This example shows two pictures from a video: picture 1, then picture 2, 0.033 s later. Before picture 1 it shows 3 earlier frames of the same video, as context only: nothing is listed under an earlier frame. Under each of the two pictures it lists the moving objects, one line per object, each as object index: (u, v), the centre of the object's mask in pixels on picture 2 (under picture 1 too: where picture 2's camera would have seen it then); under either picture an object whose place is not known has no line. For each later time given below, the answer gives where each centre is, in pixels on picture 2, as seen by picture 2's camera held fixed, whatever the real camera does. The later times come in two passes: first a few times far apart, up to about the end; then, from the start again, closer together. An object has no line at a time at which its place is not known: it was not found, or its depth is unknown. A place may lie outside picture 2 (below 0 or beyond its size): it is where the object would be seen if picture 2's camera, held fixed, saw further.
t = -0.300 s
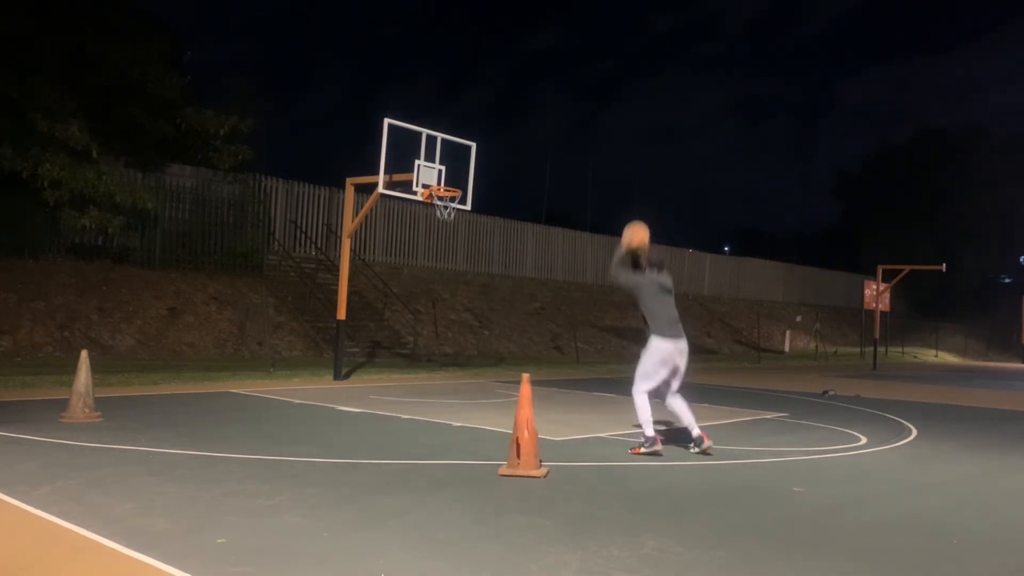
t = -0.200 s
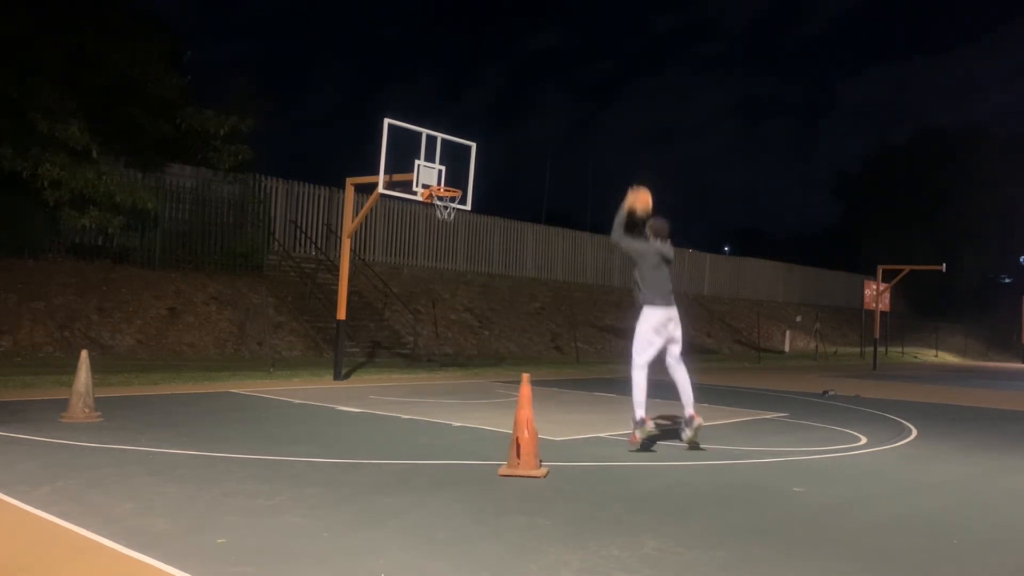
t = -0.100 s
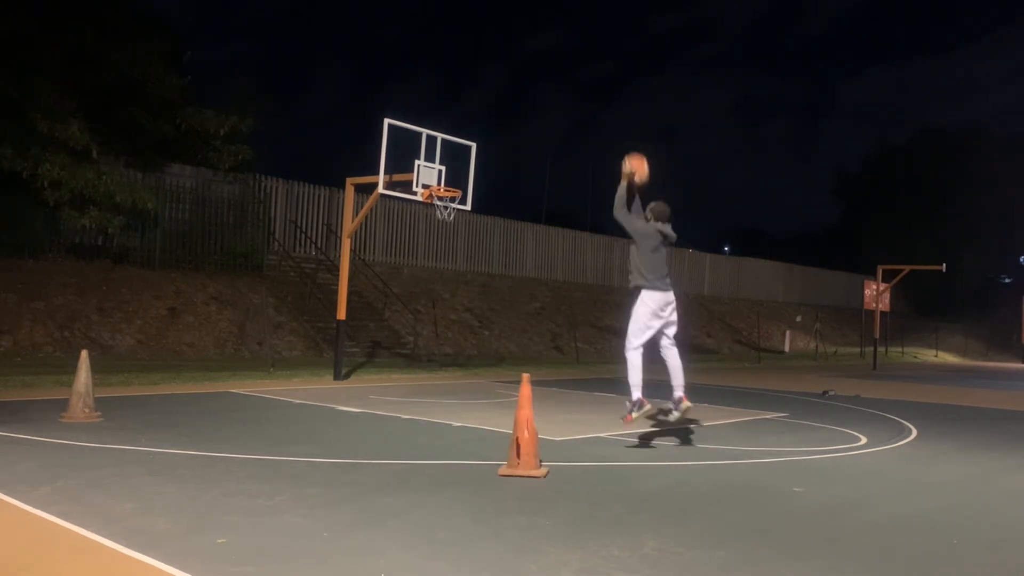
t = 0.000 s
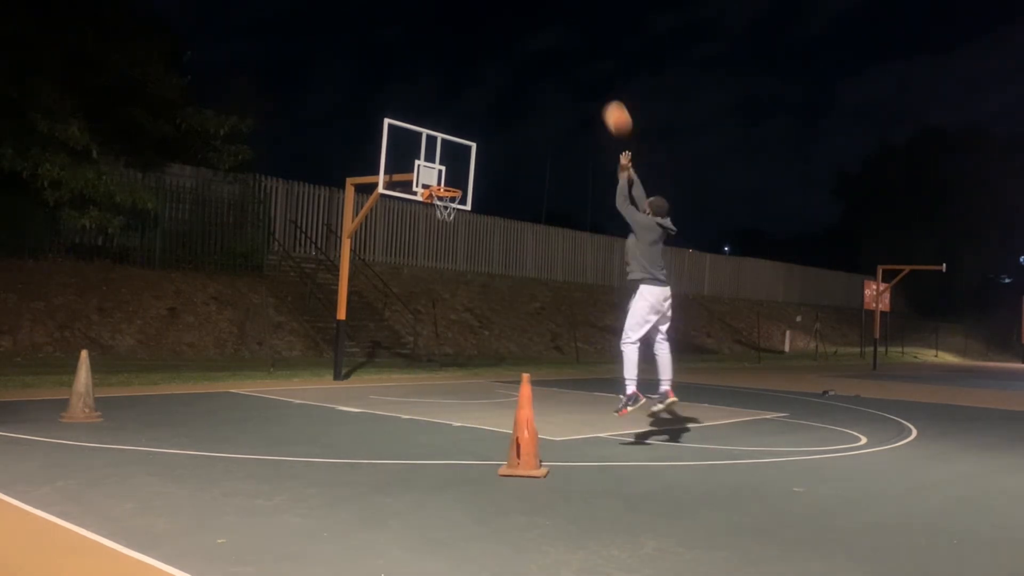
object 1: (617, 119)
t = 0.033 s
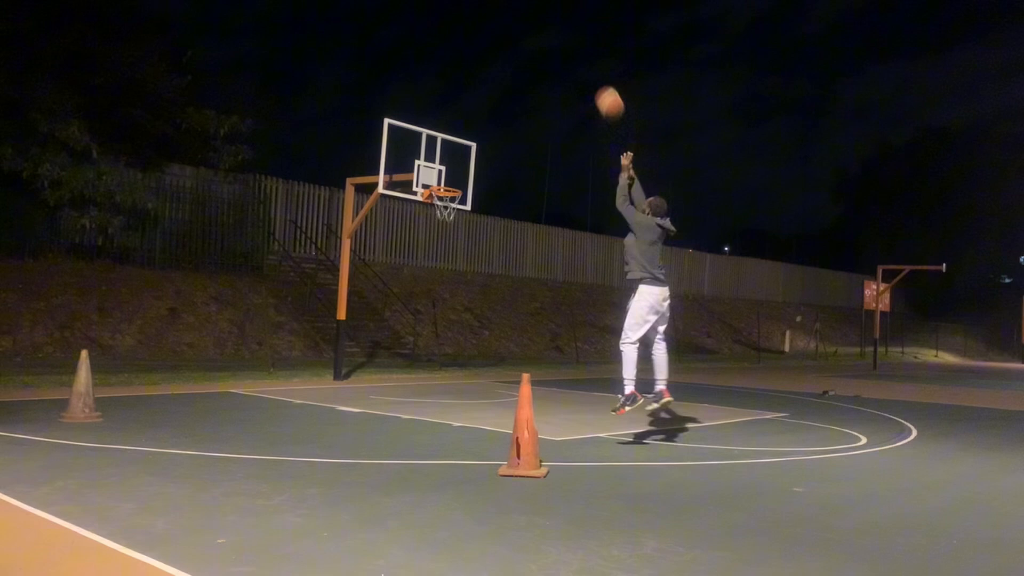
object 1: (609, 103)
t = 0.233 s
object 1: (568, 43)
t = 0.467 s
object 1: (529, 28)
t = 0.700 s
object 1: (494, 56)
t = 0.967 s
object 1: (461, 127)
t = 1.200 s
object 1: (452, 201)
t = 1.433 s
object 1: (448, 209)
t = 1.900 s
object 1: (425, 333)
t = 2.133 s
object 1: (417, 350)
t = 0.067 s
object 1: (602, 90)
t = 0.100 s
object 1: (594, 77)
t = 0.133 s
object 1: (588, 67)
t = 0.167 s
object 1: (581, 58)
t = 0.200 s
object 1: (575, 50)
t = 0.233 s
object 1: (568, 43)
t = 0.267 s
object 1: (562, 38)
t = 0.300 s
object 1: (556, 34)
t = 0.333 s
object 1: (551, 31)
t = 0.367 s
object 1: (545, 29)
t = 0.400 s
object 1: (539, 27)
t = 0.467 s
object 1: (529, 28)
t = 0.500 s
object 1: (524, 30)
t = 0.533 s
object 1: (519, 32)
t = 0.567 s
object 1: (514, 36)
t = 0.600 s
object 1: (509, 40)
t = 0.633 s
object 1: (504, 44)
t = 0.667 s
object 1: (499, 50)
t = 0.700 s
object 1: (494, 56)
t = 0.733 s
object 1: (490, 63)
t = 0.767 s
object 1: (486, 71)
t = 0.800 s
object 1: (481, 79)
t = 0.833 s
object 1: (477, 88)
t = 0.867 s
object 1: (473, 97)
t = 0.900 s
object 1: (469, 108)
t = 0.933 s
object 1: (465, 117)
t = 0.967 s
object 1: (461, 127)
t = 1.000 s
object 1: (457, 141)
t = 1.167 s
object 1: (446, 195)
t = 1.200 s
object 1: (452, 201)
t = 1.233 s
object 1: (454, 200)
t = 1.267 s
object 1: (454, 199)
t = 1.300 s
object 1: (454, 199)
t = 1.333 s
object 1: (454, 200)
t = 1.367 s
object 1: (452, 202)
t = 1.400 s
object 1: (451, 205)
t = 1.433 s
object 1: (448, 209)
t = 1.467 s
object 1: (447, 214)
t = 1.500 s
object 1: (446, 218)
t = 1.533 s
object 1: (444, 223)
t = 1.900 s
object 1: (425, 333)
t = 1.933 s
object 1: (424, 347)
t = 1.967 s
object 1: (422, 362)
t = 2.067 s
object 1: (418, 368)
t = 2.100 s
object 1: (418, 358)
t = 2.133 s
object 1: (417, 350)
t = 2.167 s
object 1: (417, 341)
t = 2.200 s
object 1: (416, 333)
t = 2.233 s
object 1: (415, 327)
